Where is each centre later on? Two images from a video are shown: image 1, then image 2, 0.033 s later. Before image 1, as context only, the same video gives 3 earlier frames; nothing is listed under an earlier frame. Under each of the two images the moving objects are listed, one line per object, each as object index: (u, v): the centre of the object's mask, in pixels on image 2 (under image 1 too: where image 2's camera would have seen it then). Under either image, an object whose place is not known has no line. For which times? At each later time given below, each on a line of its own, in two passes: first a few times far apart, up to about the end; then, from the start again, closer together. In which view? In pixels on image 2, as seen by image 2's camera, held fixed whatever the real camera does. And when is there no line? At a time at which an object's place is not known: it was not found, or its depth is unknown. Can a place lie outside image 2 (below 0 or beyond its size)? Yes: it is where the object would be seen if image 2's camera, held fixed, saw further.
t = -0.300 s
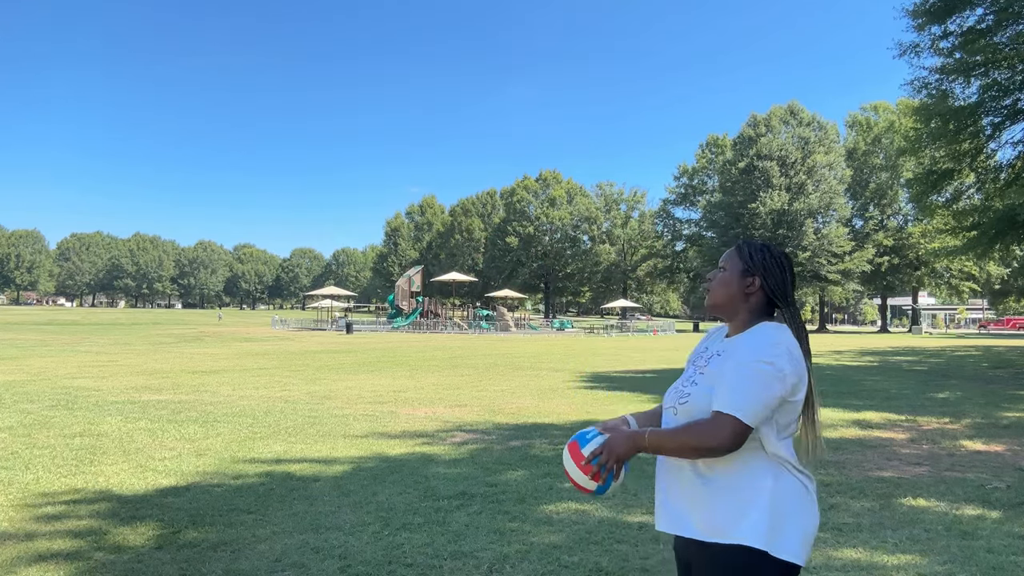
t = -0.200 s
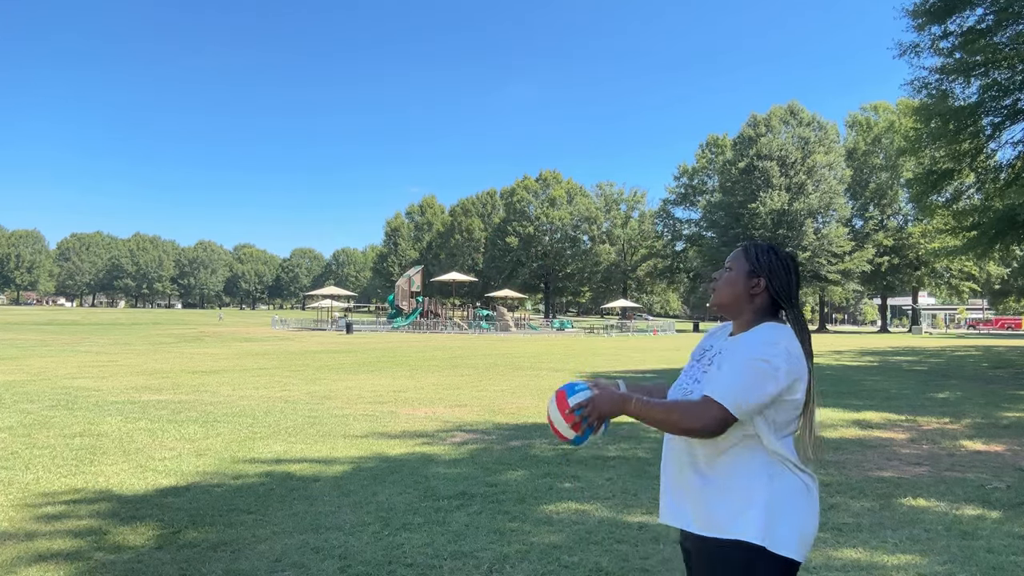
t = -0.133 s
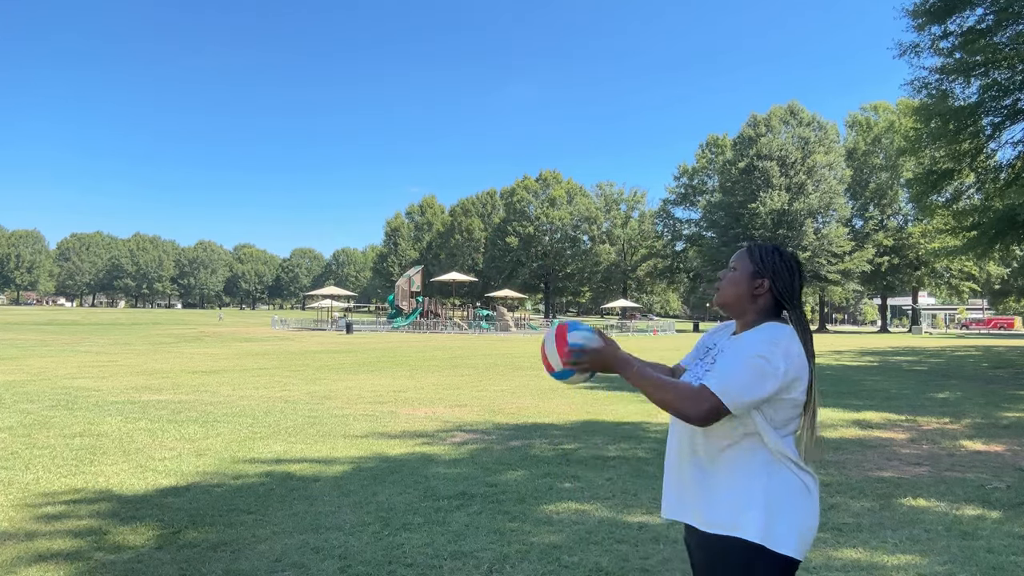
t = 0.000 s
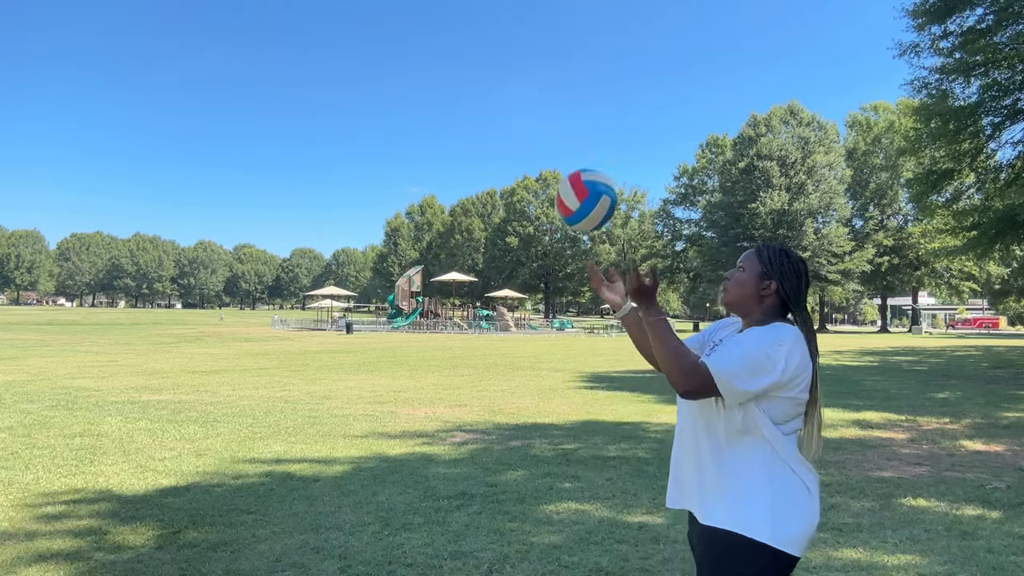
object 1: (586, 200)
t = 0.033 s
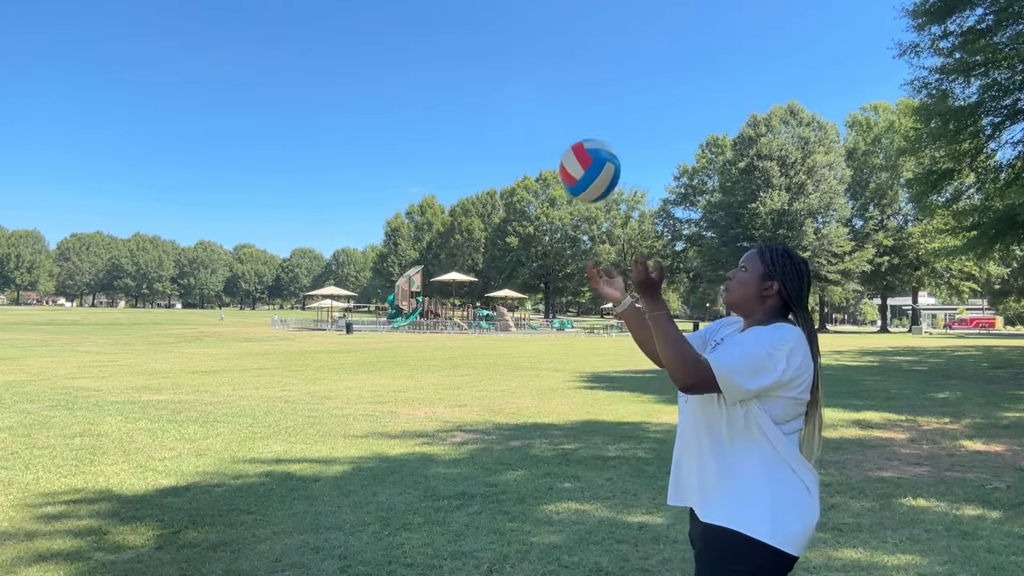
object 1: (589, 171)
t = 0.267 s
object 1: (611, 62)
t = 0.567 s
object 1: (631, 157)
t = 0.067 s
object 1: (593, 145)
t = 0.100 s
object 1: (596, 122)
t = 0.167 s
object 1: (603, 88)
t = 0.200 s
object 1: (606, 76)
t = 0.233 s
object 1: (609, 67)
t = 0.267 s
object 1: (611, 62)
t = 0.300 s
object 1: (614, 60)
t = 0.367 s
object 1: (619, 65)
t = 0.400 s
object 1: (621, 73)
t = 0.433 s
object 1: (623, 84)
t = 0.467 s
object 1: (625, 97)
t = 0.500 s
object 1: (627, 114)
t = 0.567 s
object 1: (631, 157)
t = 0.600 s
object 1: (632, 182)
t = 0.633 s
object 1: (633, 211)
